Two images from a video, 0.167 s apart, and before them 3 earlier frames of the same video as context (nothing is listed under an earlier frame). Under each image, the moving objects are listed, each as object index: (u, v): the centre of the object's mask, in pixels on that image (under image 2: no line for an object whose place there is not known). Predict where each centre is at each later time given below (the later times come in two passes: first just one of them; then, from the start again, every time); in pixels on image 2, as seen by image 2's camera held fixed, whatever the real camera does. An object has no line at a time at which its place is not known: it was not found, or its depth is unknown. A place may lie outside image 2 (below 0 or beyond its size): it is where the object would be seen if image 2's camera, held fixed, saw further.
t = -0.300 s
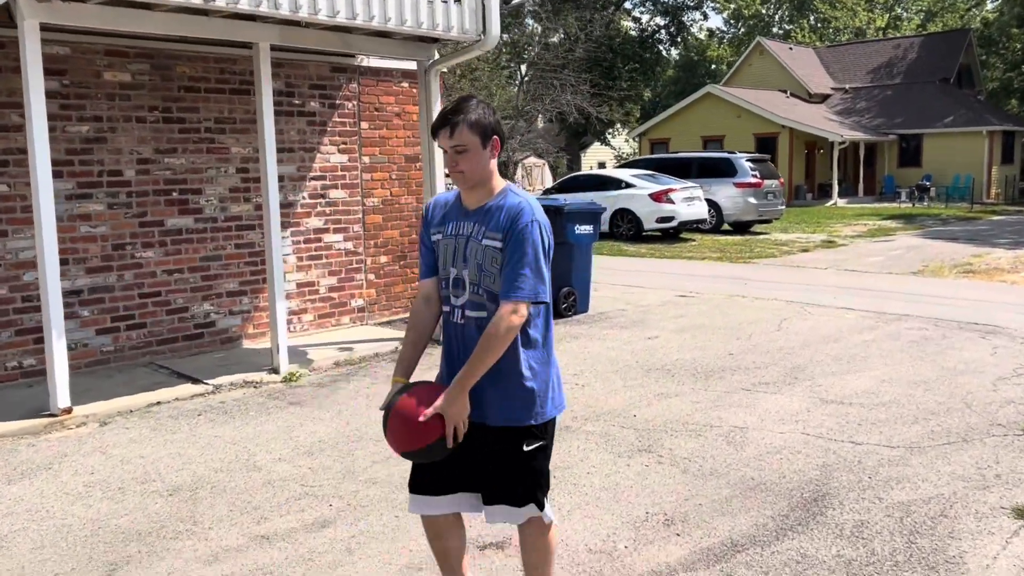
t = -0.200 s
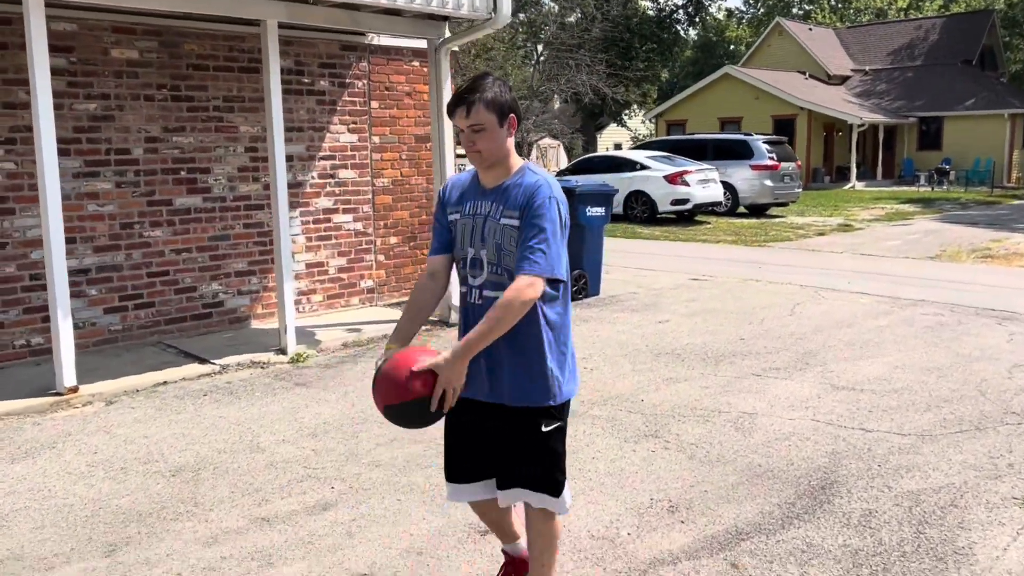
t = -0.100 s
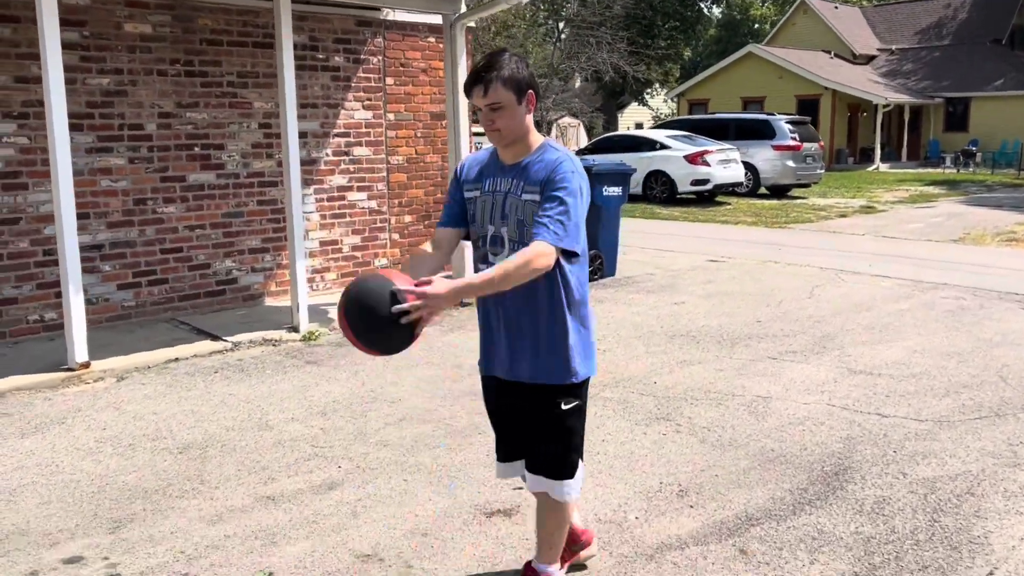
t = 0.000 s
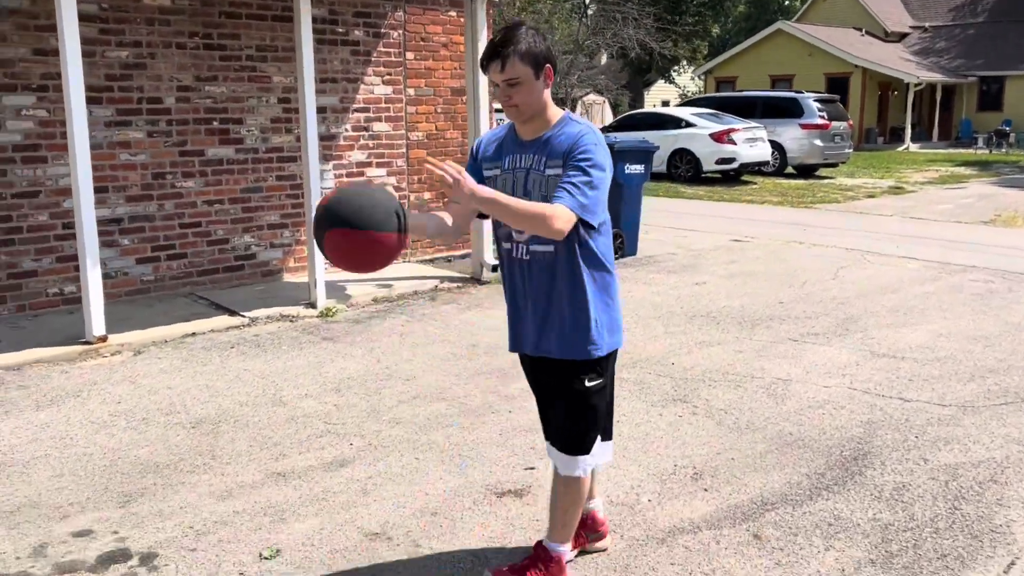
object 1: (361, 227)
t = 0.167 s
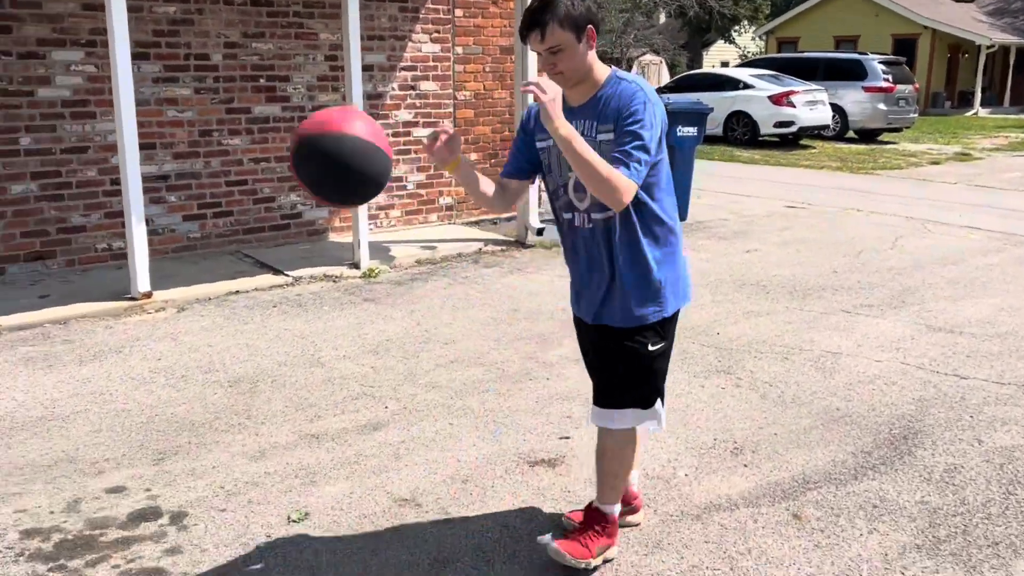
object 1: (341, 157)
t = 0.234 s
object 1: (322, 179)
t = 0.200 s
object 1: (332, 165)
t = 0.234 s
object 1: (322, 179)
